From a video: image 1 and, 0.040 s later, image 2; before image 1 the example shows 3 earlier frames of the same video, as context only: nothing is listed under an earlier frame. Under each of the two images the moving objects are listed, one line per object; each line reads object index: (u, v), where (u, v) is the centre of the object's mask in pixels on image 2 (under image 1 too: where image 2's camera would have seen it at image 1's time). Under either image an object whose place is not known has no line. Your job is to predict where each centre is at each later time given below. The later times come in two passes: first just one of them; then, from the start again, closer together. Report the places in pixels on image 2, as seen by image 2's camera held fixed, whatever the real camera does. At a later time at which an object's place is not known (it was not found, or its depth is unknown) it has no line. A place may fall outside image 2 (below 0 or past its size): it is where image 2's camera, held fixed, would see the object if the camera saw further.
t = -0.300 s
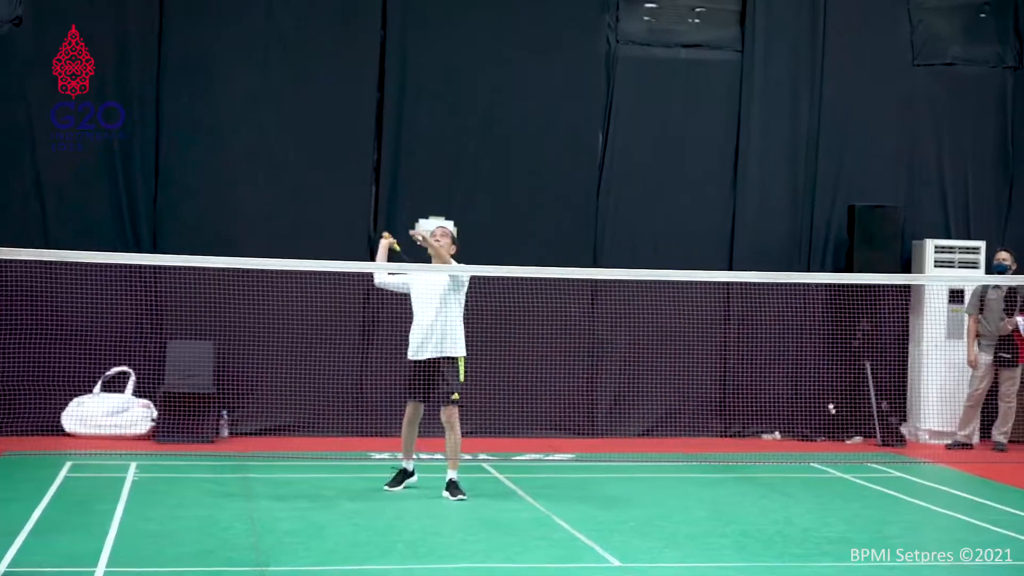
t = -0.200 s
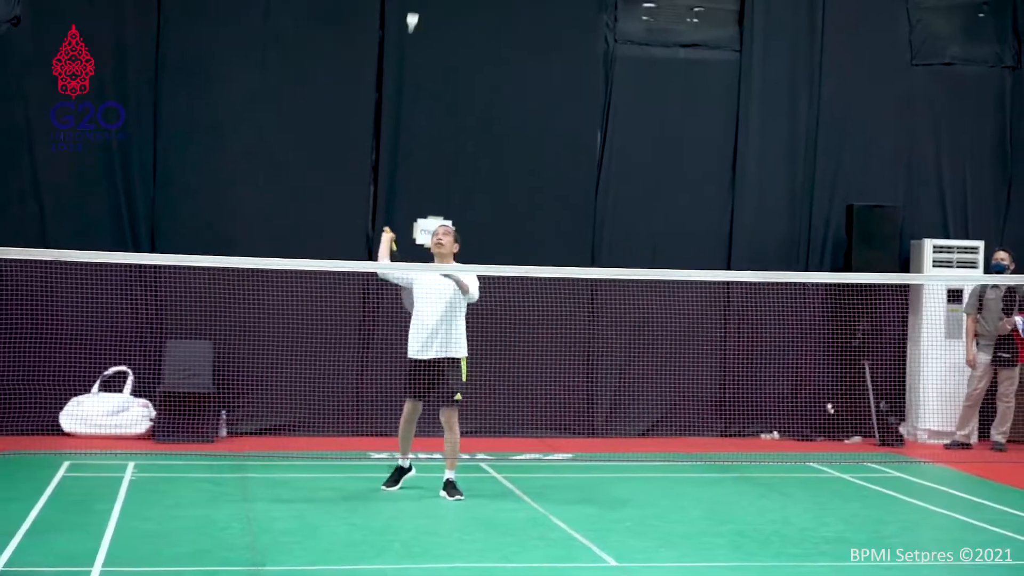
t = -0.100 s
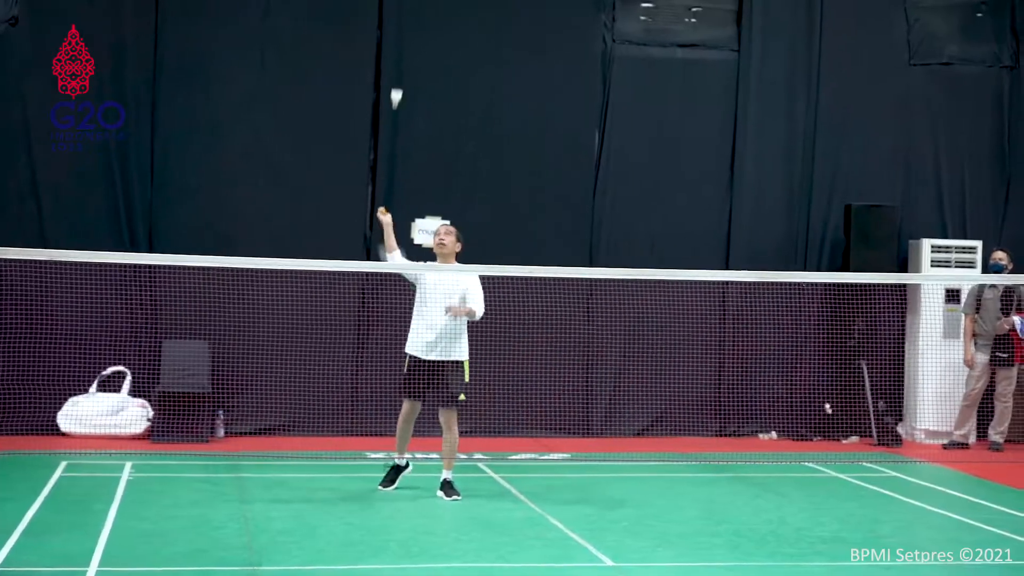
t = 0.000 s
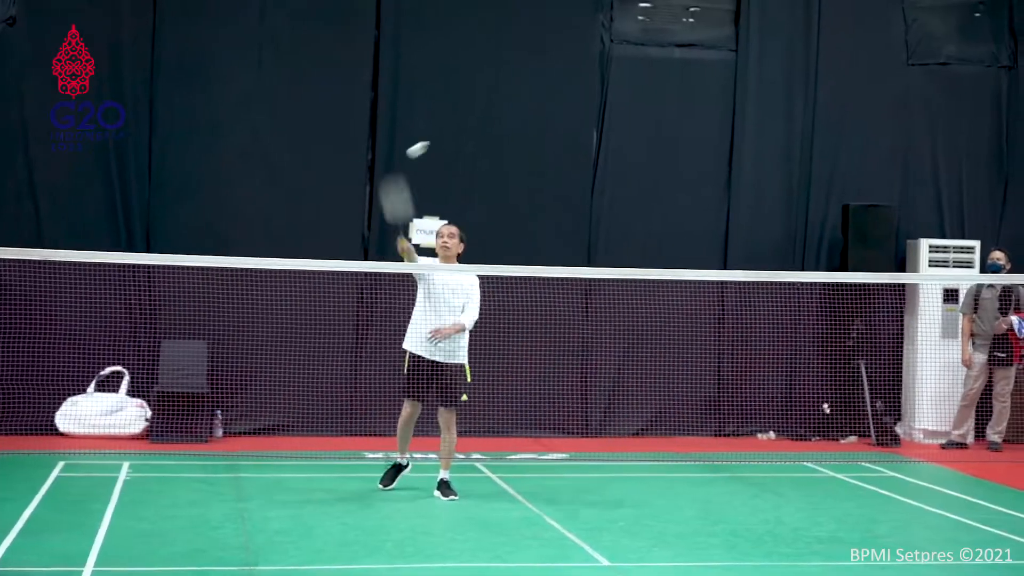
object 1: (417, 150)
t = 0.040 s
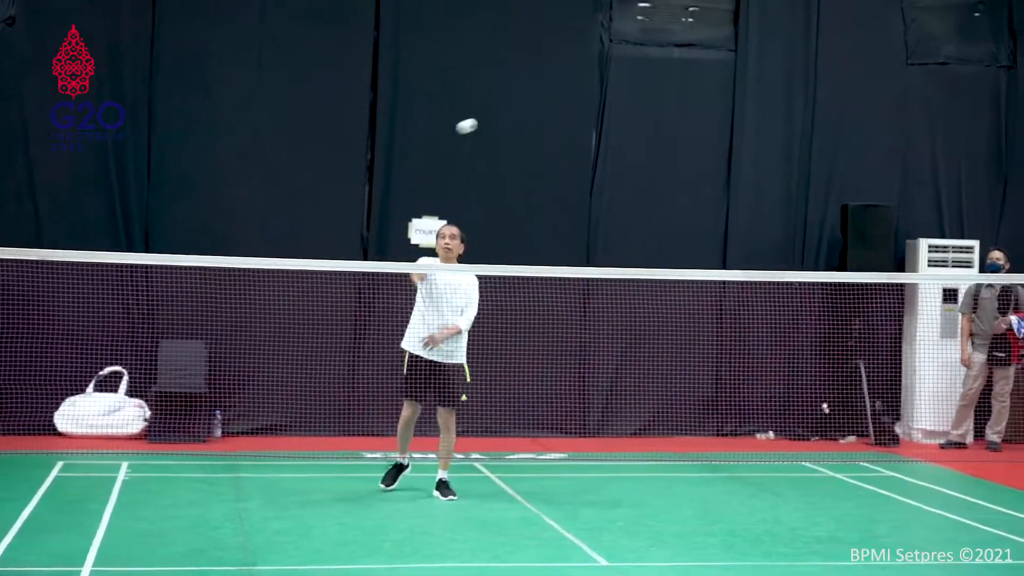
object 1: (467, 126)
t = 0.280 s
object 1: (724, 86)
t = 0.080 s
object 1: (512, 111)
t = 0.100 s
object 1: (534, 105)
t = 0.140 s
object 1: (577, 96)
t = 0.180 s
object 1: (621, 89)
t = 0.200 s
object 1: (641, 86)
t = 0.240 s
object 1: (683, 84)
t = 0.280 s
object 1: (724, 86)
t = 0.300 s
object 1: (745, 89)
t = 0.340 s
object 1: (787, 99)
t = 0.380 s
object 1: (830, 113)
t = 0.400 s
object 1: (851, 122)
